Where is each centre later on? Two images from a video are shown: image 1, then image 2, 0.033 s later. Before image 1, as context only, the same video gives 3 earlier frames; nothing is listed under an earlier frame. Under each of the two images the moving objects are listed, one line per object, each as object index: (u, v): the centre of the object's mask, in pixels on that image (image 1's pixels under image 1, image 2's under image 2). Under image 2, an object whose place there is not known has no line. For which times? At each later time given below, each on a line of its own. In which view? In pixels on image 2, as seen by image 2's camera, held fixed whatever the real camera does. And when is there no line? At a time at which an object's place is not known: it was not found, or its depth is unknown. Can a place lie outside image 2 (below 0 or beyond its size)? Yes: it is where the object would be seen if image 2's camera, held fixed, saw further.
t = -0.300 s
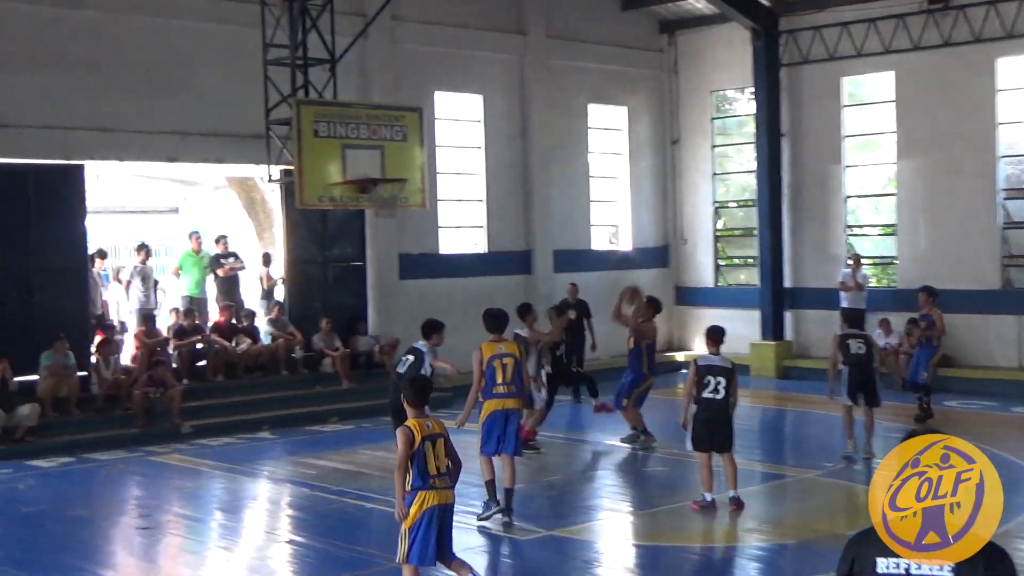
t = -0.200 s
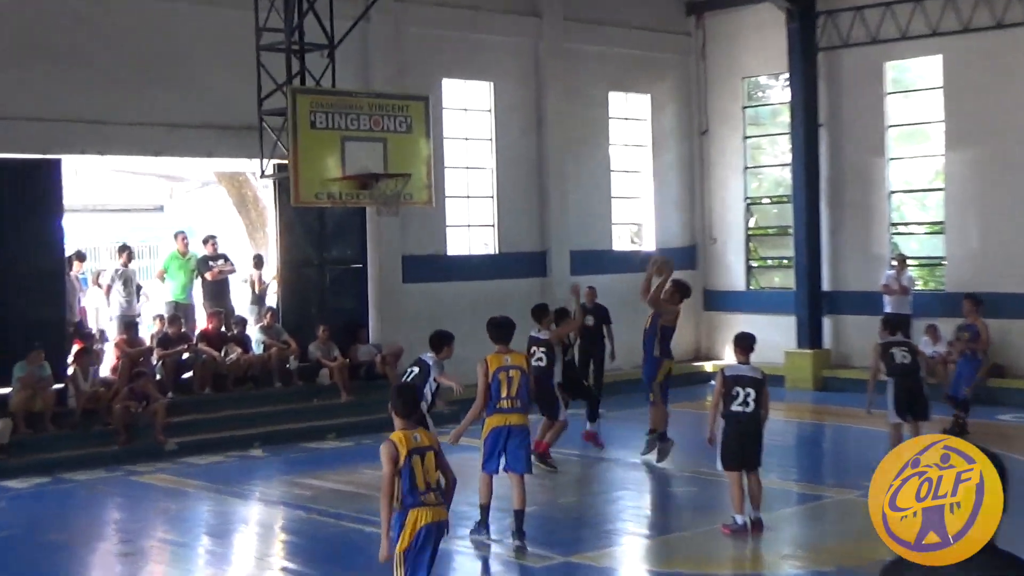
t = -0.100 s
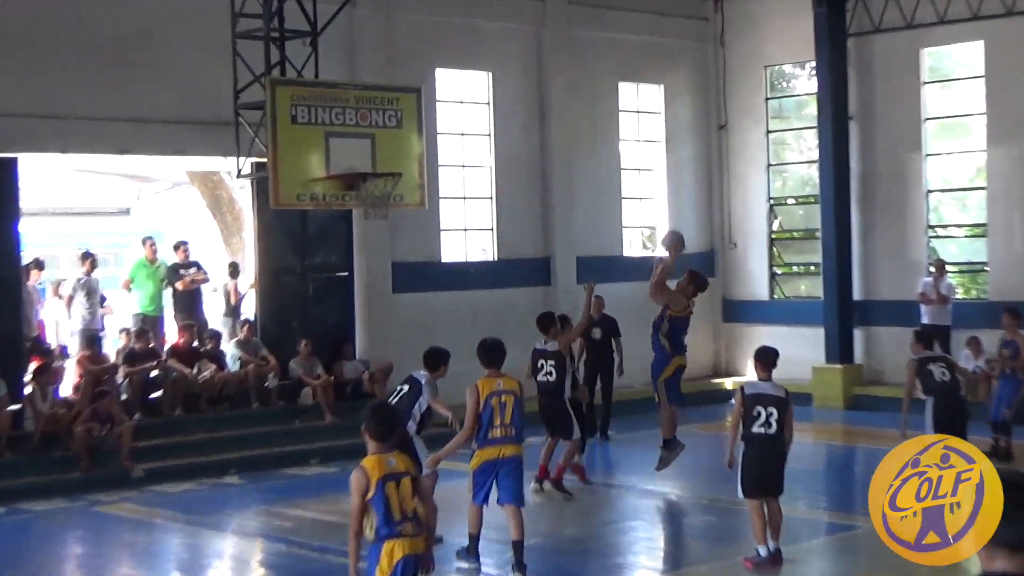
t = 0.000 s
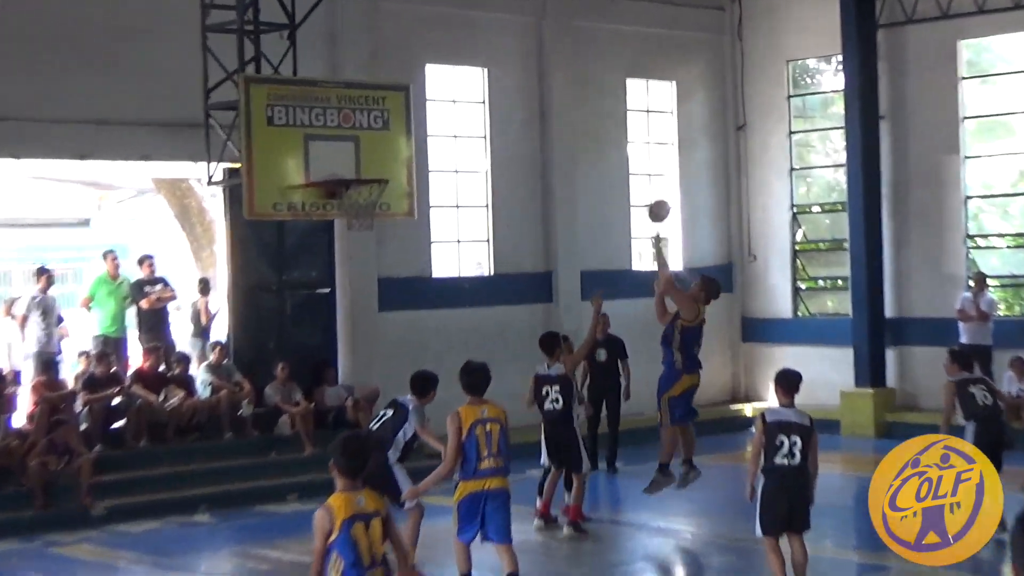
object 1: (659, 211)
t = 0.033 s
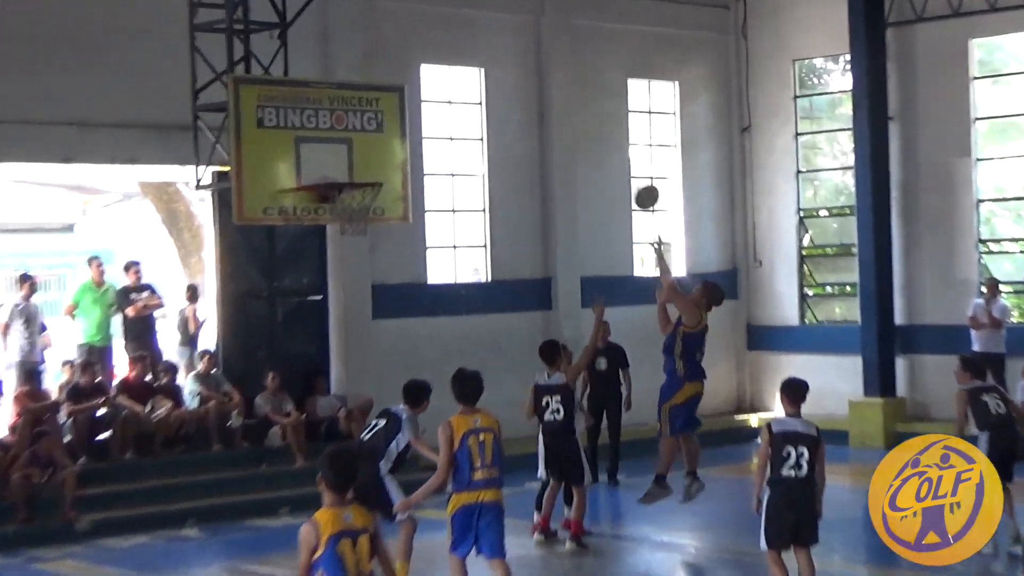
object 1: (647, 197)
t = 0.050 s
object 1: (639, 188)
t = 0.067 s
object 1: (631, 180)
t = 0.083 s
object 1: (625, 172)
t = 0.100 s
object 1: (618, 165)
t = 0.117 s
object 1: (611, 157)
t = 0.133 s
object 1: (603, 151)
